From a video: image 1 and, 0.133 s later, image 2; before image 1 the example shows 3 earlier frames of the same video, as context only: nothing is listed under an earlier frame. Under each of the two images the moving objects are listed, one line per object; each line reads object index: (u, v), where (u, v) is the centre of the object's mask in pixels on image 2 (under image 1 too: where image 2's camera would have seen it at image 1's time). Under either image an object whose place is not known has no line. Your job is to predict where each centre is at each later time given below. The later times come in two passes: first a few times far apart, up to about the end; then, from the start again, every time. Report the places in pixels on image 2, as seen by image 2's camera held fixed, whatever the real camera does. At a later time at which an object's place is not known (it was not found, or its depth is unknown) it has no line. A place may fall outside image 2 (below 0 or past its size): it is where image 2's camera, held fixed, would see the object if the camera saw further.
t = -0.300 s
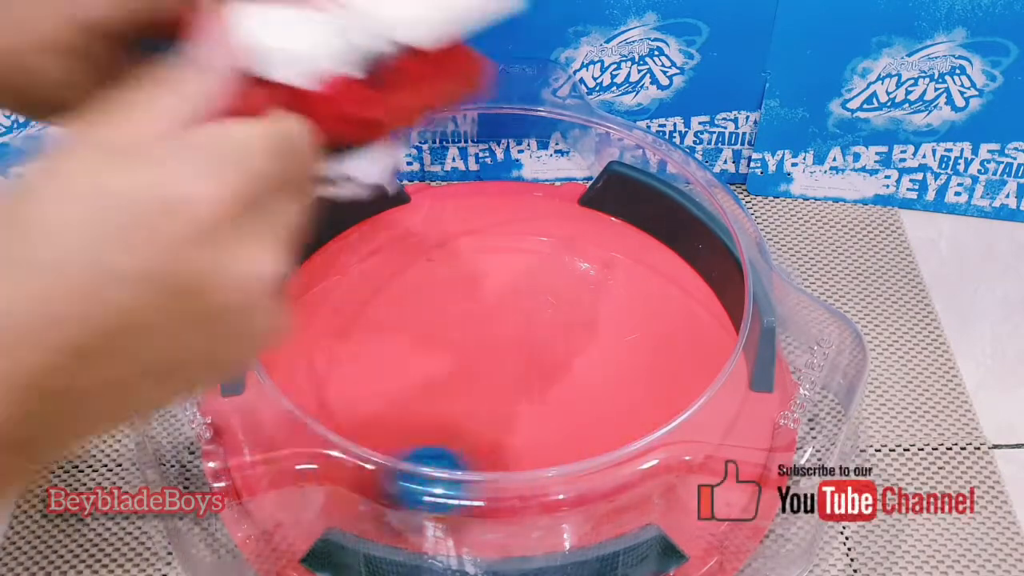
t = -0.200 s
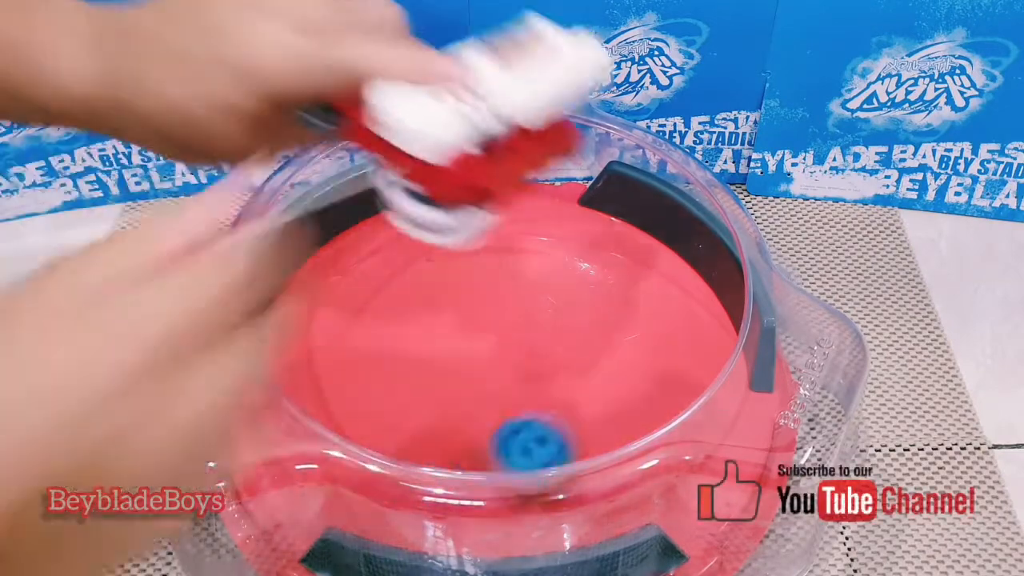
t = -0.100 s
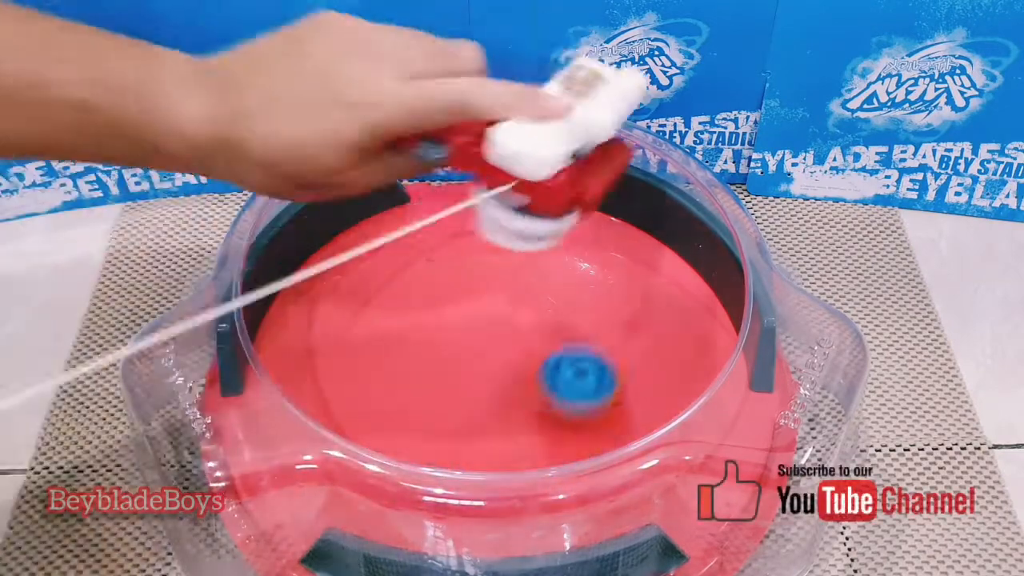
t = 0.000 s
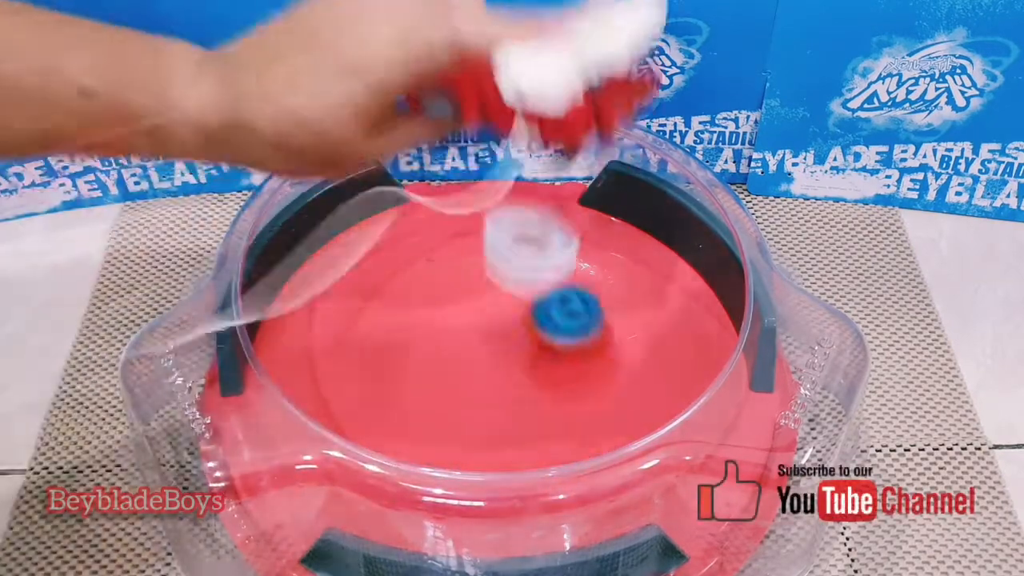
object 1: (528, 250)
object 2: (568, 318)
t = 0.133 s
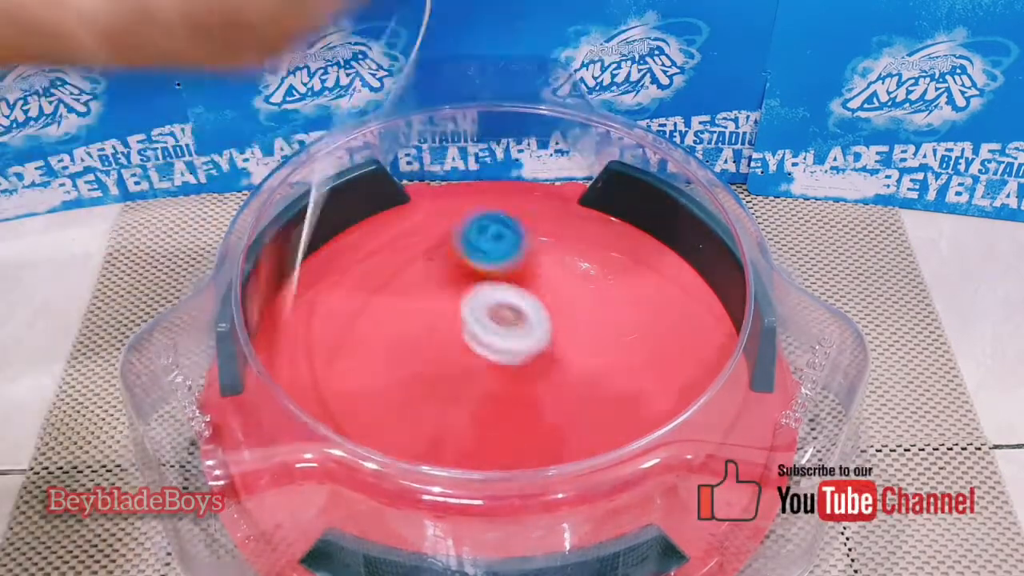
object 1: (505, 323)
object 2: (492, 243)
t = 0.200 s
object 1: (483, 325)
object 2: (444, 234)
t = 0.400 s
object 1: (433, 350)
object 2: (346, 314)
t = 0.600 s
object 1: (485, 359)
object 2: (409, 425)
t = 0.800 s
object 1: (512, 310)
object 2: (581, 399)
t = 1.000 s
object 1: (495, 270)
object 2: (605, 287)
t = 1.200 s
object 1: (436, 308)
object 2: (485, 248)
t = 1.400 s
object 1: (443, 426)
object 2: (449, 356)
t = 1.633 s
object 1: (550, 467)
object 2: (615, 398)
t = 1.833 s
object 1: (618, 399)
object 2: (647, 305)
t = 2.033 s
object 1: (578, 360)
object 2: (494, 287)
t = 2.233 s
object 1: (526, 411)
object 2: (370, 351)
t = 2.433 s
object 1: (508, 438)
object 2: (394, 464)
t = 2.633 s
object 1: (568, 402)
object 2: (507, 482)
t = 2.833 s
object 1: (533, 308)
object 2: (508, 402)
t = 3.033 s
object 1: (425, 255)
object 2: (396, 359)
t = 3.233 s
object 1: (438, 226)
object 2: (294, 411)
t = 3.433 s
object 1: (448, 324)
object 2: (325, 445)
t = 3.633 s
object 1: (562, 375)
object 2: (455, 418)
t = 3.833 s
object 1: (649, 318)
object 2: (536, 350)
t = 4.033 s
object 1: (611, 239)
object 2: (552, 310)
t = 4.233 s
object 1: (567, 246)
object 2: (446, 352)
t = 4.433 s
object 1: (512, 367)
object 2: (386, 391)
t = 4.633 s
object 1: (555, 464)
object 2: (389, 428)
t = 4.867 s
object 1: (656, 472)
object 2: (480, 411)
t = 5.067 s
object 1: (596, 397)
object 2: (530, 351)
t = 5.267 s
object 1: (489, 403)
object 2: (530, 281)
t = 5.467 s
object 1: (401, 428)
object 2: (508, 258)
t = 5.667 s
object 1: (449, 455)
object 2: (489, 317)
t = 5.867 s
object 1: (441, 410)
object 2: (512, 343)
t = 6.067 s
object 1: (412, 423)
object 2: (560, 343)
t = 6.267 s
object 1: (448, 392)
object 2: (560, 334)
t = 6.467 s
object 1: (442, 317)
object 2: (538, 360)
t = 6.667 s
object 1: (417, 316)
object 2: (512, 392)
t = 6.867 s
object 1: (480, 342)
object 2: (485, 419)
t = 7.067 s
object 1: (569, 335)
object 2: (478, 426)
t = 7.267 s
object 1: (571, 300)
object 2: (459, 399)
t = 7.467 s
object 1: (522, 340)
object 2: (444, 373)
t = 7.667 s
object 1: (549, 405)
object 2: (423, 364)
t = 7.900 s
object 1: (585, 392)
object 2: (449, 352)
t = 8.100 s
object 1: (562, 397)
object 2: (446, 320)
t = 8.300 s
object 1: (596, 415)
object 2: (436, 298)
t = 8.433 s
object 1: (576, 406)
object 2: (456, 308)
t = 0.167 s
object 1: (494, 318)
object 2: (468, 235)
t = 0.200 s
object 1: (483, 325)
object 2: (444, 234)
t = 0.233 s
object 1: (473, 343)
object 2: (418, 237)
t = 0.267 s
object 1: (463, 355)
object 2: (395, 243)
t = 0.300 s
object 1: (452, 344)
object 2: (378, 255)
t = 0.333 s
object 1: (441, 343)
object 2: (366, 273)
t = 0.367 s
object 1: (432, 350)
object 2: (357, 296)
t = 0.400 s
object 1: (433, 350)
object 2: (346, 314)
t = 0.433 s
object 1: (444, 358)
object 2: (335, 329)
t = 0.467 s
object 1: (455, 361)
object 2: (333, 351)
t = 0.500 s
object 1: (464, 364)
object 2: (341, 373)
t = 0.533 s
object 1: (472, 364)
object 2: (357, 397)
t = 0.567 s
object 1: (479, 362)
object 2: (379, 413)
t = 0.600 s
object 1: (485, 359)
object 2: (409, 425)
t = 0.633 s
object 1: (491, 354)
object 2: (442, 433)
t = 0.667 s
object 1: (496, 347)
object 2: (477, 435)
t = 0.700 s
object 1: (500, 339)
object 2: (508, 432)
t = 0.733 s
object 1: (505, 330)
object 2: (537, 425)
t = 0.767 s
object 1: (509, 321)
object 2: (562, 413)
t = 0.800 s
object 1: (512, 310)
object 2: (581, 399)
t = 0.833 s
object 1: (514, 299)
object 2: (596, 380)
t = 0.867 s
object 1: (515, 290)
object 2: (607, 363)
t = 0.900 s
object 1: (513, 282)
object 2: (613, 344)
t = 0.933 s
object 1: (509, 276)
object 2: (615, 324)
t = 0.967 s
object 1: (502, 272)
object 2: (612, 305)
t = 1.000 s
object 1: (495, 270)
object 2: (605, 287)
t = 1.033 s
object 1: (486, 270)
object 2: (593, 270)
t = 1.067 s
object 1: (476, 272)
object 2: (578, 257)
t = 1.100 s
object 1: (466, 276)
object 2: (558, 248)
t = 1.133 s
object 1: (456, 283)
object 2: (530, 242)
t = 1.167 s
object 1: (446, 293)
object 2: (507, 243)
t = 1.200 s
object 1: (436, 308)
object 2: (485, 248)
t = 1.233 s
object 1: (429, 326)
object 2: (465, 261)
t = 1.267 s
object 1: (423, 348)
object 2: (451, 275)
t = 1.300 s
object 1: (422, 371)
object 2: (441, 293)
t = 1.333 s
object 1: (424, 392)
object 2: (437, 317)
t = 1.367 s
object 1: (432, 411)
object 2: (440, 338)
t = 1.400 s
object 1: (443, 426)
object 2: (449, 356)
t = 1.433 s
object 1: (452, 448)
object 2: (468, 369)
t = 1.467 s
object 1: (463, 463)
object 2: (488, 379)
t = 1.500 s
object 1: (478, 472)
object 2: (514, 389)
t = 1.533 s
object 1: (496, 477)
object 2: (541, 400)
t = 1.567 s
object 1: (513, 478)
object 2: (570, 405)
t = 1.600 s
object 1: (532, 474)
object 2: (593, 404)
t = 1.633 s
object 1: (550, 467)
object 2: (615, 398)
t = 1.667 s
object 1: (567, 460)
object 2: (633, 386)
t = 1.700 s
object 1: (582, 451)
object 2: (648, 372)
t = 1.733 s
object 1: (596, 439)
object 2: (658, 356)
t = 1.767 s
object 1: (605, 427)
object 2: (662, 338)
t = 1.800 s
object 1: (612, 410)
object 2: (659, 320)
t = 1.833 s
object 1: (618, 399)
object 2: (647, 305)
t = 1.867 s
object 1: (620, 387)
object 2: (629, 293)
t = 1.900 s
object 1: (617, 373)
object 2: (606, 287)
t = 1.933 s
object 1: (609, 360)
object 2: (580, 286)
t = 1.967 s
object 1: (598, 349)
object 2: (552, 290)
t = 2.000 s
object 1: (588, 351)
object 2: (524, 290)
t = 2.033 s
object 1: (578, 360)
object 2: (494, 287)
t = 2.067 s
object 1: (568, 368)
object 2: (469, 289)
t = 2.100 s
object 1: (557, 376)
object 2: (445, 297)
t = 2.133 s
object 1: (547, 383)
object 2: (421, 307)
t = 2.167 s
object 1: (539, 392)
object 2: (402, 319)
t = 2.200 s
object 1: (532, 401)
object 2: (384, 335)
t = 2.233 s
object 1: (526, 411)
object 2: (370, 351)
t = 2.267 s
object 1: (520, 421)
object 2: (358, 371)
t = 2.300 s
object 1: (515, 427)
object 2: (354, 392)
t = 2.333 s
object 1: (511, 432)
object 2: (356, 409)
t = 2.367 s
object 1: (509, 435)
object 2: (366, 422)
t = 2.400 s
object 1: (508, 441)
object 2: (374, 448)
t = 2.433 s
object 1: (508, 438)
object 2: (394, 464)
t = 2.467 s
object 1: (509, 444)
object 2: (419, 474)
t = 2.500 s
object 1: (526, 436)
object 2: (430, 483)
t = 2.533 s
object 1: (544, 430)
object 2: (442, 489)
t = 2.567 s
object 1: (559, 423)
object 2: (462, 493)
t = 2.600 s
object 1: (567, 414)
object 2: (484, 494)
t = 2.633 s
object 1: (568, 402)
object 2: (507, 482)
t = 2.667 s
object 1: (564, 390)
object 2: (523, 469)
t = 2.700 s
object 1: (556, 379)
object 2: (533, 445)
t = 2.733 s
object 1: (550, 361)
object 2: (535, 437)
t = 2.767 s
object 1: (547, 339)
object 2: (530, 429)
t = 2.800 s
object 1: (542, 322)
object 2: (521, 414)
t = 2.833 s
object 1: (533, 308)
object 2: (508, 402)
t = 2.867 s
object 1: (520, 294)
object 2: (492, 390)
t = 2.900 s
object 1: (502, 285)
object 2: (476, 379)
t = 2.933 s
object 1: (482, 278)
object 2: (459, 367)
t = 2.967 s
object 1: (458, 276)
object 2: (442, 355)
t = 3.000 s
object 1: (434, 276)
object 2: (426, 347)
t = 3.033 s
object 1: (425, 255)
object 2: (396, 359)
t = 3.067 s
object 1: (423, 232)
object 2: (364, 377)
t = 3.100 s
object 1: (422, 218)
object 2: (344, 386)
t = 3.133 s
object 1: (422, 207)
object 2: (332, 391)
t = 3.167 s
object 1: (428, 211)
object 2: (324, 393)
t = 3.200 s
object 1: (434, 217)
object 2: (306, 402)
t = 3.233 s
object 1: (438, 226)
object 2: (294, 411)
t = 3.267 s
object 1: (439, 238)
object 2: (287, 420)
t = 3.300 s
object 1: (439, 252)
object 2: (285, 427)
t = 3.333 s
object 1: (439, 269)
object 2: (286, 435)
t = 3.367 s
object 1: (437, 286)
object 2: (294, 441)
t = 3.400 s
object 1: (439, 305)
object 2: (308, 445)
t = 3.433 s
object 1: (448, 324)
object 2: (325, 445)
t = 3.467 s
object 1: (461, 339)
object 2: (349, 444)
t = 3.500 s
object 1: (477, 351)
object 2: (371, 443)
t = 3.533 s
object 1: (494, 361)
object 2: (397, 431)
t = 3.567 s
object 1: (514, 368)
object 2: (417, 430)
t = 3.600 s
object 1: (538, 373)
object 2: (437, 426)
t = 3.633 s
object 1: (562, 375)
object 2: (455, 418)
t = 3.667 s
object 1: (587, 374)
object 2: (470, 406)
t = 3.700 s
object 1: (607, 368)
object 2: (482, 394)
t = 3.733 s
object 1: (623, 360)
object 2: (495, 383)
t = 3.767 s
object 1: (636, 347)
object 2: (508, 372)
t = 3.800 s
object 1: (645, 333)
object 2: (522, 360)
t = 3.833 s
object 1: (649, 318)
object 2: (536, 350)
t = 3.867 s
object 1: (648, 301)
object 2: (551, 341)
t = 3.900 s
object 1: (642, 286)
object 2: (565, 332)
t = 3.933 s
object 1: (636, 269)
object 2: (567, 324)
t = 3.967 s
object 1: (636, 249)
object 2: (560, 320)
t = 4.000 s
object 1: (629, 239)
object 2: (555, 316)
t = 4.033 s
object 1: (611, 239)
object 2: (552, 310)
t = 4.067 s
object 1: (595, 242)
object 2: (545, 307)
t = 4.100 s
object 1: (597, 232)
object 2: (515, 316)
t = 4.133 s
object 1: (598, 222)
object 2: (490, 328)
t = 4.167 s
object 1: (592, 223)
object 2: (471, 338)
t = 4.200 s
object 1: (581, 233)
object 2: (456, 346)
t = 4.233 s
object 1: (567, 246)
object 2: (446, 352)
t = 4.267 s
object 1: (550, 262)
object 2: (433, 358)
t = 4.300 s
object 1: (536, 282)
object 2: (420, 365)
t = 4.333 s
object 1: (525, 304)
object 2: (410, 371)
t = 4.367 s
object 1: (517, 327)
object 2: (402, 378)
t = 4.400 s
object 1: (513, 347)
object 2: (393, 384)
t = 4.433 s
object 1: (512, 367)
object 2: (386, 391)
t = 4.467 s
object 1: (515, 387)
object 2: (378, 399)
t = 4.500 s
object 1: (519, 409)
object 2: (372, 407)
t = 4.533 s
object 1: (524, 426)
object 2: (371, 413)
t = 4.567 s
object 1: (531, 435)
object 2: (374, 418)
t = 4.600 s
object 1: (543, 457)
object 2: (381, 424)
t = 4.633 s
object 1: (555, 464)
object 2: (389, 428)
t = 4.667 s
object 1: (571, 474)
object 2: (402, 431)
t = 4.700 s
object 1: (586, 480)
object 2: (415, 433)
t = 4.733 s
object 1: (602, 483)
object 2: (428, 433)
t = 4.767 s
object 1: (619, 484)
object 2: (445, 430)
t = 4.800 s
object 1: (635, 482)
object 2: (458, 427)
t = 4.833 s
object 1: (649, 479)
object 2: (472, 420)
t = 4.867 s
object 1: (656, 472)
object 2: (480, 411)
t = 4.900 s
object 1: (658, 462)
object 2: (490, 401)
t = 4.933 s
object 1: (654, 449)
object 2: (499, 391)
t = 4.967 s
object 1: (643, 433)
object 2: (507, 382)
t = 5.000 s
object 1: (630, 419)
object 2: (517, 373)
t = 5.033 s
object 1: (611, 404)
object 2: (525, 364)
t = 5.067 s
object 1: (596, 397)
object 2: (530, 351)
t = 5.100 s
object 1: (587, 397)
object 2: (531, 333)
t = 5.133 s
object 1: (570, 395)
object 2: (532, 319)
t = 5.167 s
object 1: (551, 394)
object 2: (533, 307)
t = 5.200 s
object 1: (530, 395)
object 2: (532, 299)
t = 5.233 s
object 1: (510, 399)
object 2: (531, 291)
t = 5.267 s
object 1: (489, 403)
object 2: (530, 281)
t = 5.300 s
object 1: (467, 407)
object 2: (529, 272)
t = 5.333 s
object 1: (446, 412)
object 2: (526, 264)
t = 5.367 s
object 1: (429, 416)
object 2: (523, 258)
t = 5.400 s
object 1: (415, 421)
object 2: (518, 256)
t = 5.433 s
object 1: (406, 425)
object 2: (513, 255)
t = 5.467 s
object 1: (401, 428)
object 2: (508, 258)
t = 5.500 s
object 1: (394, 449)
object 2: (503, 263)
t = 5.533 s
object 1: (396, 457)
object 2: (499, 273)
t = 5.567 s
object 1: (405, 462)
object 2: (495, 283)
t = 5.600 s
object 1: (420, 464)
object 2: (492, 295)
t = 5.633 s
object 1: (434, 462)
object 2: (490, 306)
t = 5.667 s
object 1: (449, 455)
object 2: (489, 317)
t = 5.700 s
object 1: (462, 434)
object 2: (490, 326)
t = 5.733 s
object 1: (471, 425)
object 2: (491, 335)
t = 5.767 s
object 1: (474, 413)
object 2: (494, 342)
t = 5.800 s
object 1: (469, 411)
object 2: (498, 341)
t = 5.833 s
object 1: (457, 409)
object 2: (505, 344)
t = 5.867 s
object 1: (441, 410)
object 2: (512, 343)
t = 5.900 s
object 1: (427, 414)
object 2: (523, 344)
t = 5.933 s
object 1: (418, 417)
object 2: (528, 344)
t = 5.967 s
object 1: (412, 420)
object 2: (538, 344)
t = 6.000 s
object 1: (409, 422)
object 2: (545, 343)
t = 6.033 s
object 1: (409, 423)
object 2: (555, 344)
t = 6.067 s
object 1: (412, 423)
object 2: (560, 343)
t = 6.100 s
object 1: (417, 423)
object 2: (565, 340)
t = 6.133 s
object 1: (422, 422)
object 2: (567, 337)
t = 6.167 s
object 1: (429, 419)
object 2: (567, 336)
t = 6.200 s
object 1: (437, 412)
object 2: (566, 334)
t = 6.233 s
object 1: (444, 403)
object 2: (565, 334)
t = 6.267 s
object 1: (448, 392)
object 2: (560, 334)
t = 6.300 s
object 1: (449, 379)
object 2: (557, 336)
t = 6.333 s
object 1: (449, 365)
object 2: (551, 339)
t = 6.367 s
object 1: (448, 352)
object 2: (549, 342)
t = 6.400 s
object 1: (447, 339)
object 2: (545, 348)
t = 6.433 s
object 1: (446, 328)
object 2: (542, 353)
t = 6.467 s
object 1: (442, 317)
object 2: (538, 360)
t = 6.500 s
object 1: (436, 310)
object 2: (534, 365)
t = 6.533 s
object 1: (430, 305)
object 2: (529, 372)
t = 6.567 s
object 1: (424, 304)
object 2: (524, 377)
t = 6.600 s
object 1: (419, 306)
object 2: (521, 383)
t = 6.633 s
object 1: (416, 310)
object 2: (515, 388)
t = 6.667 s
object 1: (417, 316)
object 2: (512, 392)
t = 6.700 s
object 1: (420, 322)
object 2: (507, 398)
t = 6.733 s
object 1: (428, 329)
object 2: (501, 403)
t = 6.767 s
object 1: (438, 337)
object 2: (496, 408)
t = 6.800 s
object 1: (451, 342)
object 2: (492, 413)
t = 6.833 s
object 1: (465, 342)
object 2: (487, 416)
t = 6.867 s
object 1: (480, 342)
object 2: (485, 419)
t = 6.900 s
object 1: (494, 341)
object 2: (479, 423)
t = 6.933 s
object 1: (509, 339)
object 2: (478, 424)
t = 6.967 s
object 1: (525, 338)
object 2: (477, 426)
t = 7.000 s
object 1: (541, 338)
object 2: (477, 427)
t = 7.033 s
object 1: (556, 338)
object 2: (476, 427)
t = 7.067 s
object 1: (569, 335)
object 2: (478, 426)
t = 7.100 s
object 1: (577, 329)
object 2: (477, 423)
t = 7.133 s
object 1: (582, 323)
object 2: (475, 420)
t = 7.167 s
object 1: (585, 316)
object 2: (471, 414)
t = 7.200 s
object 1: (583, 308)
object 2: (466, 409)
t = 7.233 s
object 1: (579, 302)
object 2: (463, 404)
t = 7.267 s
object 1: (571, 300)
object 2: (459, 399)
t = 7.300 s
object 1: (563, 301)
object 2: (457, 395)
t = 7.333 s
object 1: (551, 305)
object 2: (453, 391)
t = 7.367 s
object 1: (540, 311)
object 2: (451, 385)
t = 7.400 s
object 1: (530, 320)
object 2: (449, 382)
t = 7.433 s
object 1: (522, 330)
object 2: (447, 376)
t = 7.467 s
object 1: (522, 340)
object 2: (444, 373)
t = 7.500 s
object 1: (527, 350)
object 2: (436, 371)
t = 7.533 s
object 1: (531, 361)
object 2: (433, 368)
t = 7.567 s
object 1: (534, 373)
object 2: (428, 367)
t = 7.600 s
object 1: (538, 383)
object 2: (426, 366)
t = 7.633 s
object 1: (543, 394)
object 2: (422, 365)
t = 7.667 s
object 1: (549, 405)
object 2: (423, 364)
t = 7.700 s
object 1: (556, 411)
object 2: (421, 364)
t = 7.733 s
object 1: (565, 413)
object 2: (425, 363)
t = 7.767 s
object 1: (574, 413)
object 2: (428, 363)
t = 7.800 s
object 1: (582, 410)
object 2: (433, 361)
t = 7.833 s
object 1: (587, 405)
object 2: (438, 358)
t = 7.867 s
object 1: (589, 398)
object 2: (442, 355)
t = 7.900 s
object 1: (585, 392)
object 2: (449, 352)
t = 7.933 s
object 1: (578, 386)
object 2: (454, 350)
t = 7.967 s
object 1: (568, 380)
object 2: (457, 348)
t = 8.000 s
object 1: (556, 374)
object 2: (464, 346)
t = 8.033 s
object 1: (547, 373)
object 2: (466, 344)
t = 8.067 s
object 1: (554, 387)
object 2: (455, 330)
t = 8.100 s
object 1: (562, 397)
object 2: (446, 320)
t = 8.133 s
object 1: (570, 405)
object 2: (441, 314)
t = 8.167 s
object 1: (577, 411)
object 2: (439, 310)
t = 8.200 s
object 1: (584, 414)
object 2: (437, 308)
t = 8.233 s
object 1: (590, 416)
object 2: (434, 304)
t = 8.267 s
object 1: (594, 416)
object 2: (435, 301)
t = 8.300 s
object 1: (596, 415)
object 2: (436, 298)
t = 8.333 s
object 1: (596, 414)
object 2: (439, 299)
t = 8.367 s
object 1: (594, 412)
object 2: (441, 300)
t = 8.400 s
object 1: (585, 409)
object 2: (448, 302)
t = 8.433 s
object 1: (576, 406)
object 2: (456, 308)
